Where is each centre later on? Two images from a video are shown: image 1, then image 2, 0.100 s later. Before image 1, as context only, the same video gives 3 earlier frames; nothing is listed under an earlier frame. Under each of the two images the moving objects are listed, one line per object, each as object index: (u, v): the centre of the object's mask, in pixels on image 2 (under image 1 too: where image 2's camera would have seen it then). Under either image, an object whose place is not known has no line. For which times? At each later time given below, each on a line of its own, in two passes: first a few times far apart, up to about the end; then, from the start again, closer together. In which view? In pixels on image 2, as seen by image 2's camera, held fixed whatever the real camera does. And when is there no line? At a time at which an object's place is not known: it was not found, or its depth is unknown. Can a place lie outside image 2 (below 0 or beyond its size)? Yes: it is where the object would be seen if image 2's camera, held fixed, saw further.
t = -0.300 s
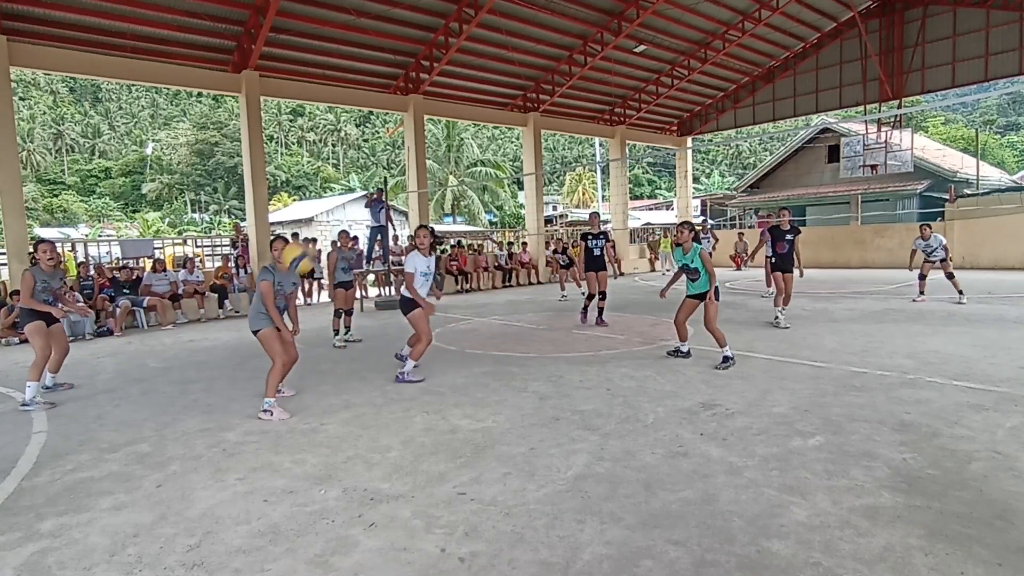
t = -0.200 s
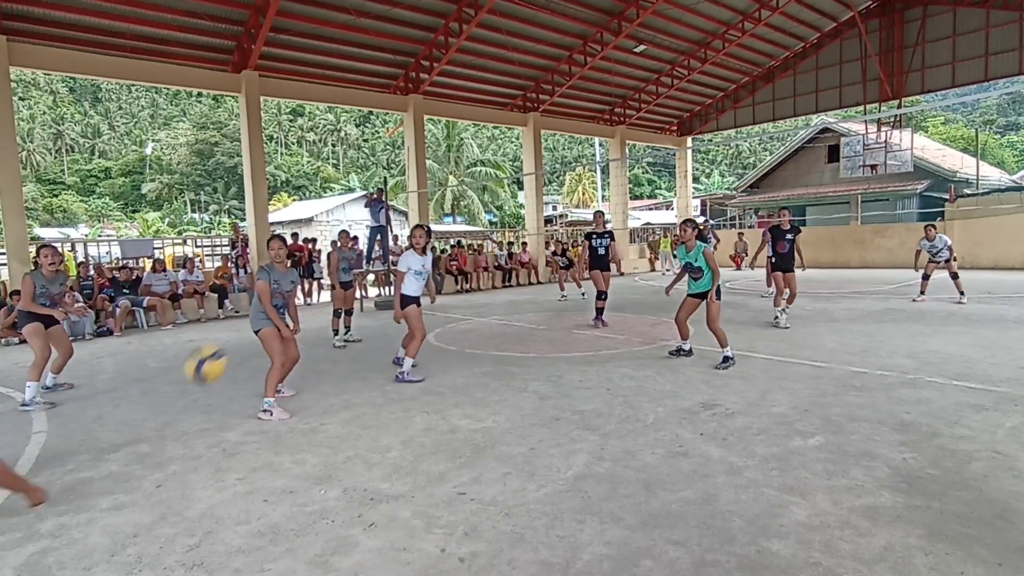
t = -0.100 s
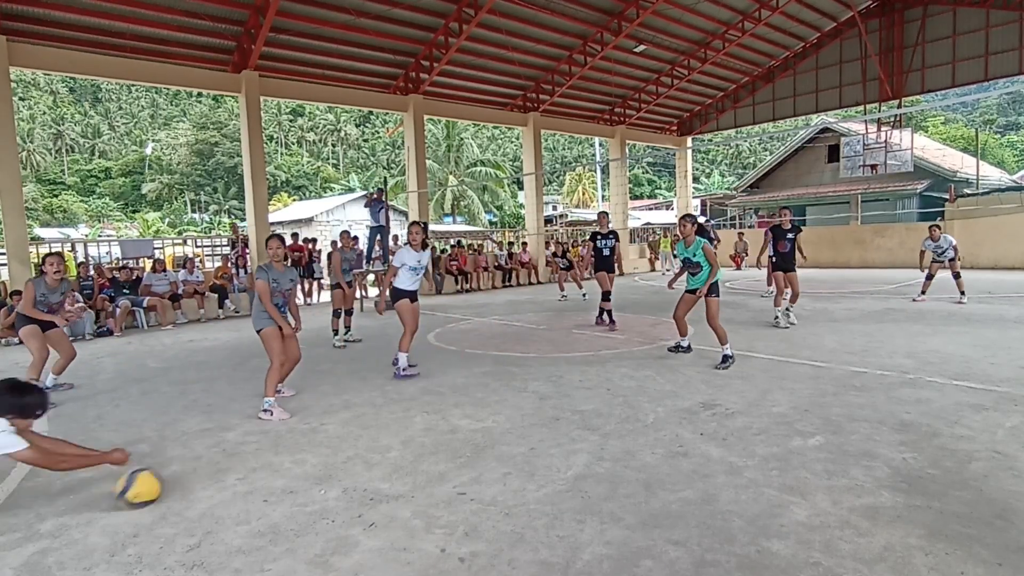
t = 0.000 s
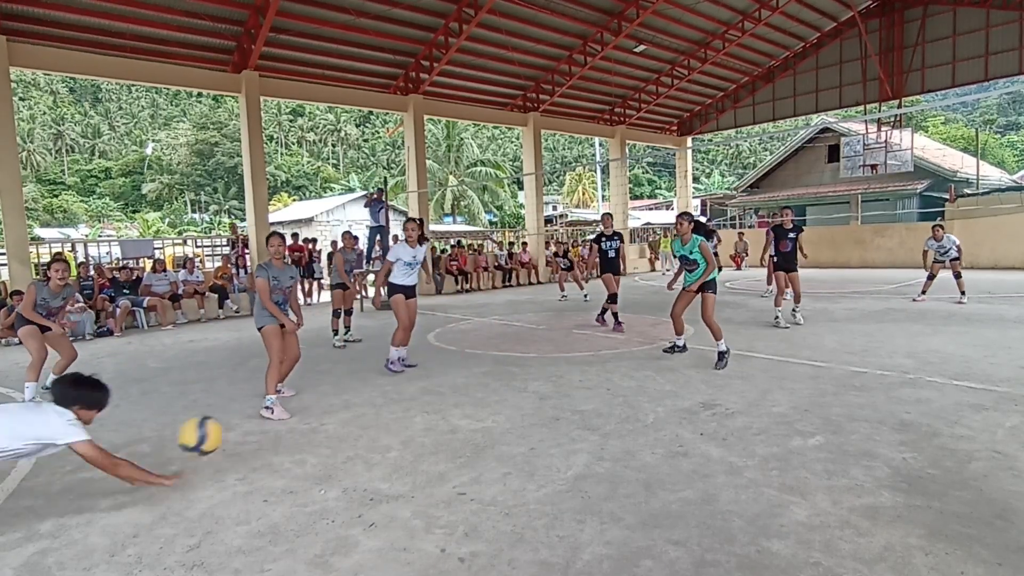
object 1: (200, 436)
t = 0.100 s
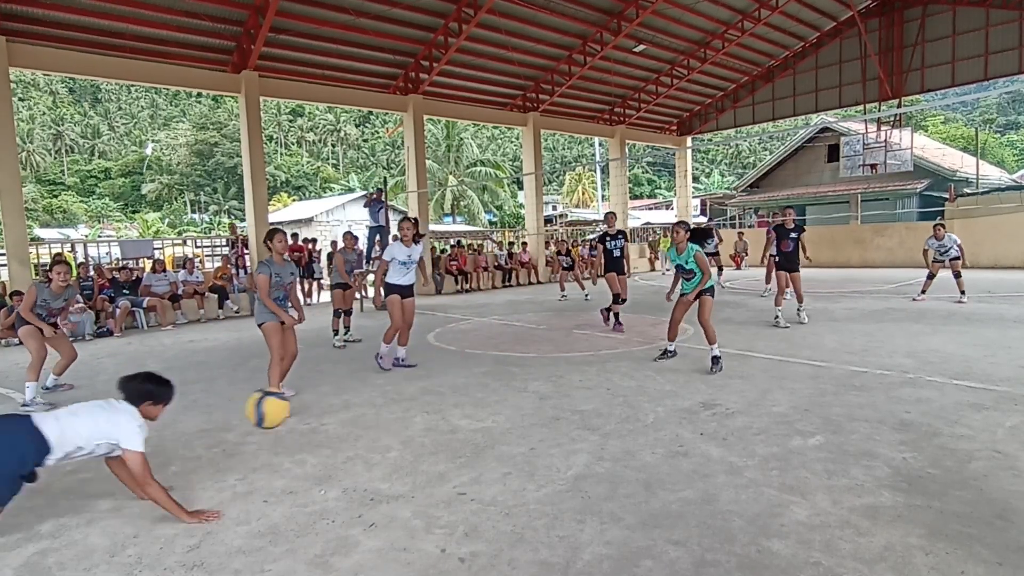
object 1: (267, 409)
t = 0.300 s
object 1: (411, 408)
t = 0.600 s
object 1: (609, 439)
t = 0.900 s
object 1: (765, 418)
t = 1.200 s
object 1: (926, 428)
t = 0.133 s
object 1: (291, 403)
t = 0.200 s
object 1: (339, 398)
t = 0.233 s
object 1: (364, 399)
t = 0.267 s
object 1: (388, 403)
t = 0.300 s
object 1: (411, 408)
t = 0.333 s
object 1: (437, 416)
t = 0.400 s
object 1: (485, 437)
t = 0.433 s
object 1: (510, 452)
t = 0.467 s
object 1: (534, 467)
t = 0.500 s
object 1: (556, 481)
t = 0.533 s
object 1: (574, 466)
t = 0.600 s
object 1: (609, 439)
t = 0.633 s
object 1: (625, 428)
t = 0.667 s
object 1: (643, 420)
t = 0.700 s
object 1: (660, 412)
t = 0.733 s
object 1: (677, 408)
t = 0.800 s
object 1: (713, 406)
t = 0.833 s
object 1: (730, 408)
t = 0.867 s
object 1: (748, 412)
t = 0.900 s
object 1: (765, 418)
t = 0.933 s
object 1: (781, 425)
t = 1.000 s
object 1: (817, 448)
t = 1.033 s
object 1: (834, 464)
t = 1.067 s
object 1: (851, 469)
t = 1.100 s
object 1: (870, 454)
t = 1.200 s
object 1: (926, 428)
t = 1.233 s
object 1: (946, 423)
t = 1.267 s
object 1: (964, 421)
